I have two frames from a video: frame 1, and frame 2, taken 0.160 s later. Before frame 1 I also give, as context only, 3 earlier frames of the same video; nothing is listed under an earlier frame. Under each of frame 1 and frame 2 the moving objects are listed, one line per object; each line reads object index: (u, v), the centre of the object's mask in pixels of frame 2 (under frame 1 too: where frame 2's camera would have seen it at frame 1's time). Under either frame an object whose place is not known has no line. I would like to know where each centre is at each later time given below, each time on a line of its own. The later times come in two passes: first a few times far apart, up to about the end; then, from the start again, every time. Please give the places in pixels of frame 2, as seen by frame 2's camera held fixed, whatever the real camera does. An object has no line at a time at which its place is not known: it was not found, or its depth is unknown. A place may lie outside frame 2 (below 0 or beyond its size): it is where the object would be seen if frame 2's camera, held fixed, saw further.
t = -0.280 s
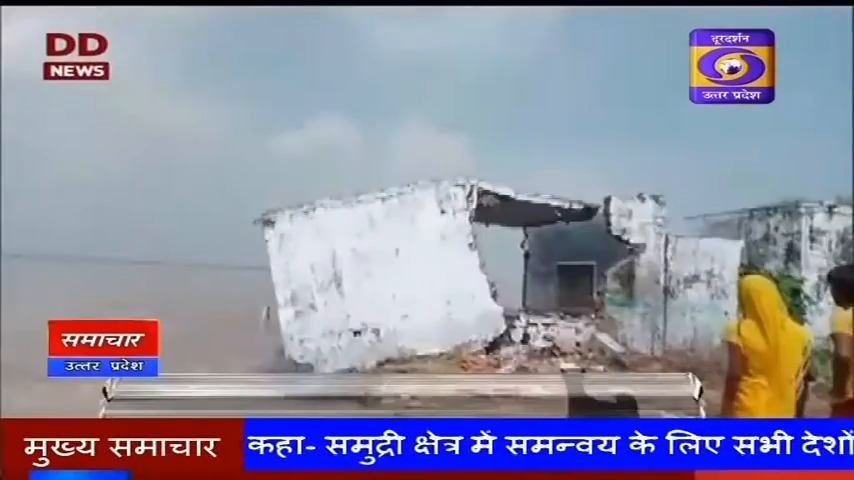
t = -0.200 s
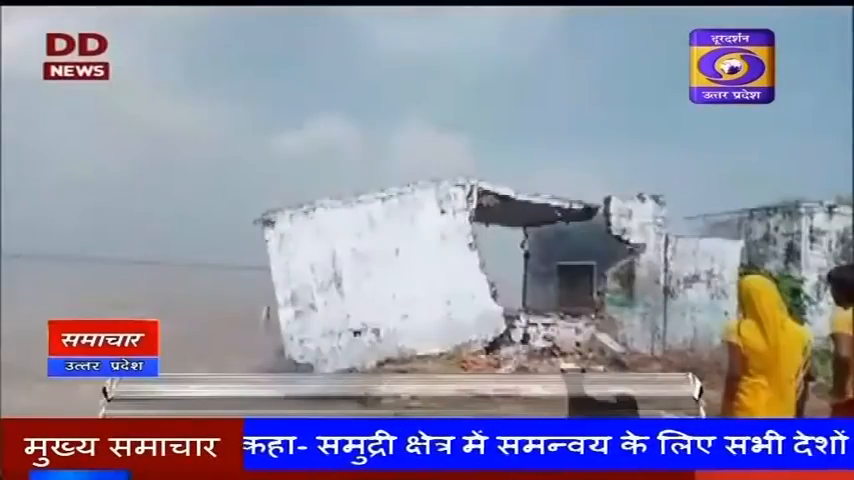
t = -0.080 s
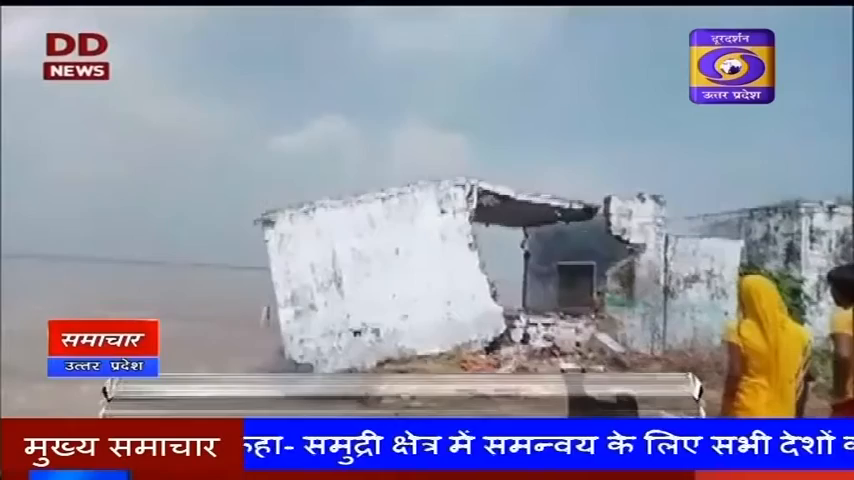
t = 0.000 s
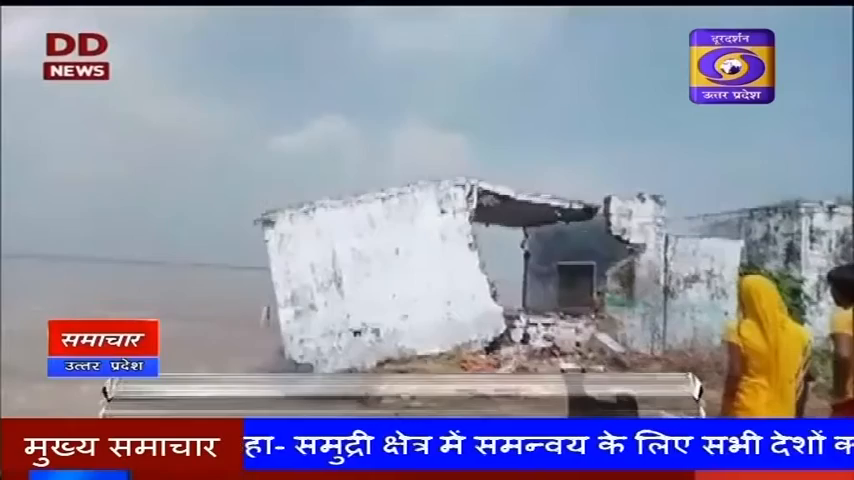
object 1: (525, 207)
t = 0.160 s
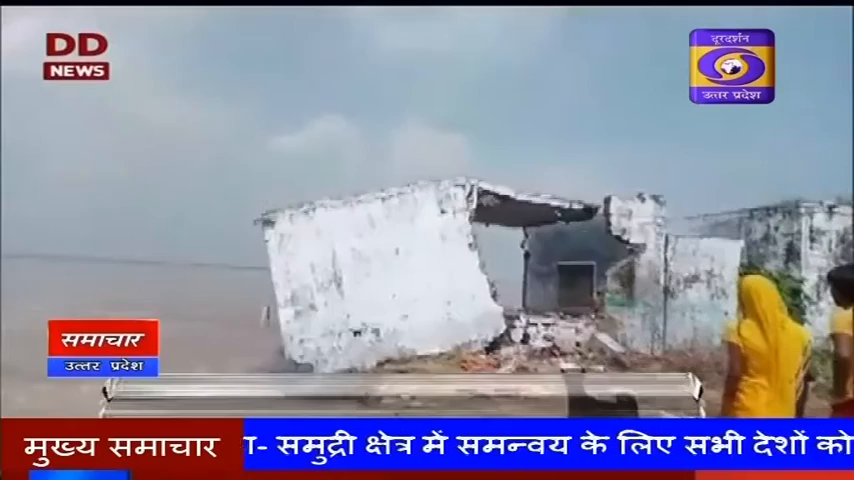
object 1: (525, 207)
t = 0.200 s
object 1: (525, 207)
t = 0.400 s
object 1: (525, 207)
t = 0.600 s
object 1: (521, 209)
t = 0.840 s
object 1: (505, 222)
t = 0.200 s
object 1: (525, 207)
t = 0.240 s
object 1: (525, 207)
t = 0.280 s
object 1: (525, 207)
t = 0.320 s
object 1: (525, 207)
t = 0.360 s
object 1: (525, 207)
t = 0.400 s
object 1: (525, 207)
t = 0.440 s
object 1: (525, 207)
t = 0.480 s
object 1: (525, 207)
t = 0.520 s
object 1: (525, 207)
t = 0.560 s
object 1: (523, 208)
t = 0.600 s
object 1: (521, 209)
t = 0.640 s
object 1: (519, 212)
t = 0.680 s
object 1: (514, 214)
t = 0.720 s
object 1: (510, 217)
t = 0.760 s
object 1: (508, 219)
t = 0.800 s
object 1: (505, 223)
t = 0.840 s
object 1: (505, 222)
